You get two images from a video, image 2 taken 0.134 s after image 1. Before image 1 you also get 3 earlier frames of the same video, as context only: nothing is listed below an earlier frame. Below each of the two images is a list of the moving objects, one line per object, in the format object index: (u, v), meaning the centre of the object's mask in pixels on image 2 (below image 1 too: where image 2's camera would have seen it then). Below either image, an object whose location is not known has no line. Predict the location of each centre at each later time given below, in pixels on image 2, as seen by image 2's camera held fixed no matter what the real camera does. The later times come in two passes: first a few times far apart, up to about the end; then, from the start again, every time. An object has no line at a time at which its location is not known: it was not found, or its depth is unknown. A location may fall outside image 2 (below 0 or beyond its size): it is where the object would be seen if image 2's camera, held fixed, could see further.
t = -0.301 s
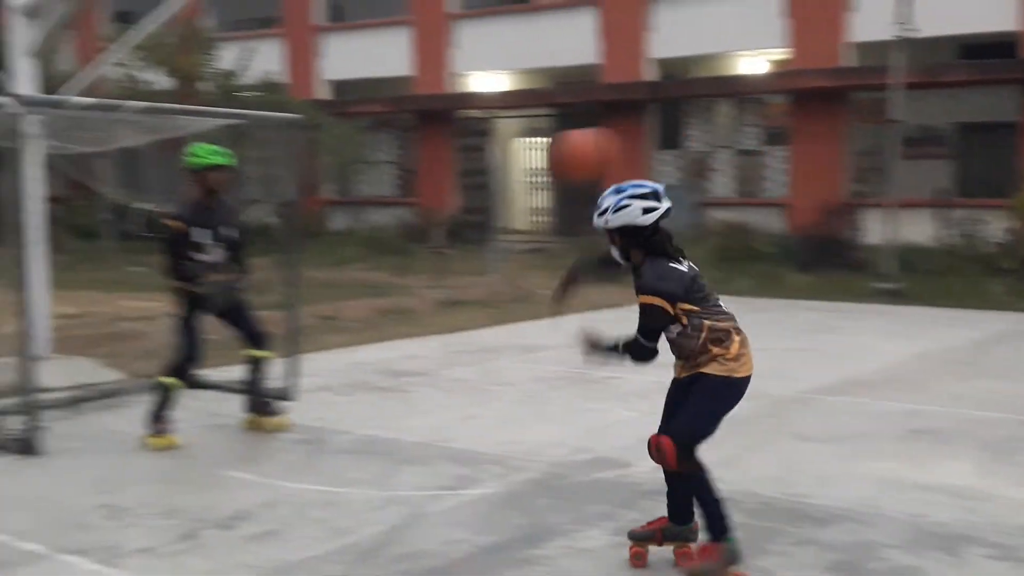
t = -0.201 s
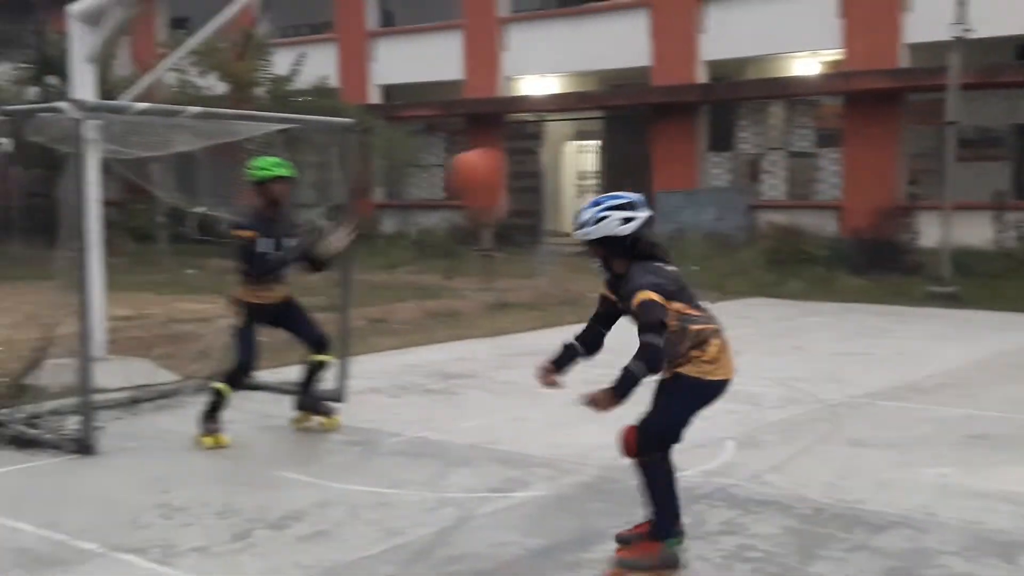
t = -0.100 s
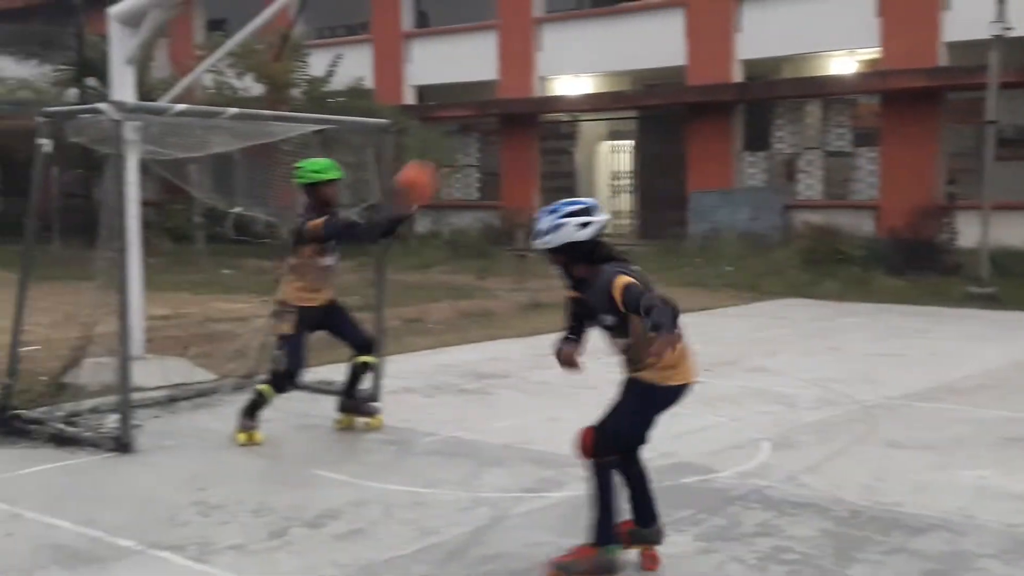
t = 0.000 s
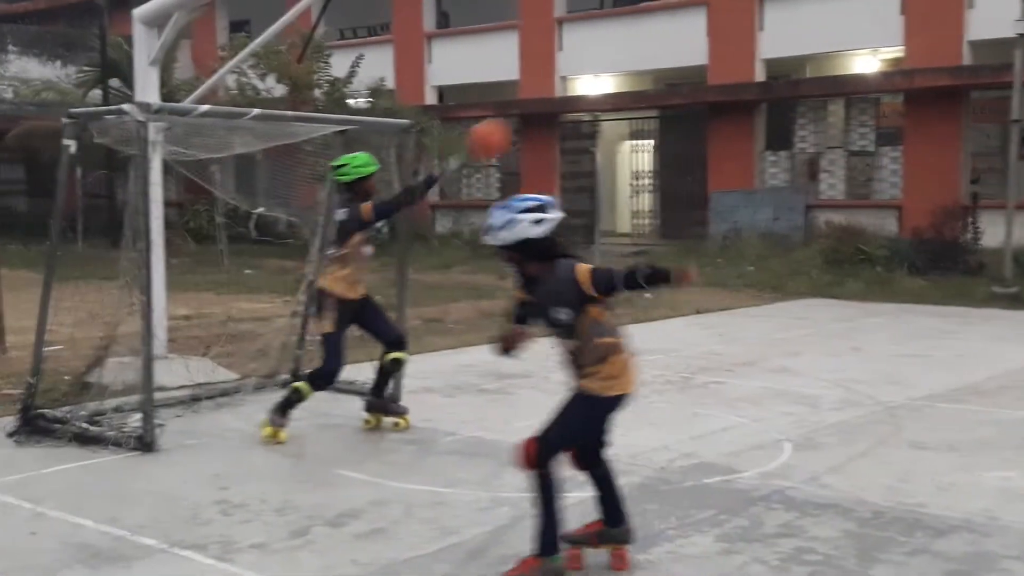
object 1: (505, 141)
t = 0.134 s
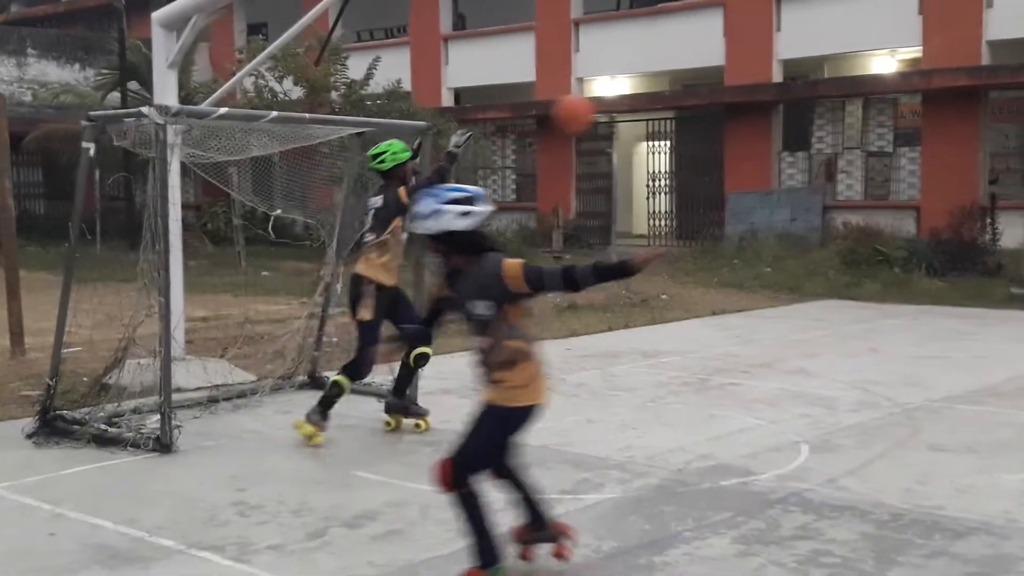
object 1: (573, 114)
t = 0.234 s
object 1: (622, 111)
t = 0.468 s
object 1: (719, 164)
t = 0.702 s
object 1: (801, 283)
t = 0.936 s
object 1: (839, 286)
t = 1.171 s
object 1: (849, 213)
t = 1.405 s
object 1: (859, 203)
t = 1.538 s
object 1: (862, 229)
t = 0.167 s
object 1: (591, 111)
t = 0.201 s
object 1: (606, 111)
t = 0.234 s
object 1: (622, 111)
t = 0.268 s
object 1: (637, 113)
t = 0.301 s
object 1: (652, 119)
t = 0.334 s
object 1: (667, 125)
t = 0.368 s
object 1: (681, 133)
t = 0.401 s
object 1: (694, 143)
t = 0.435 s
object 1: (707, 153)
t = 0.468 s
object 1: (719, 164)
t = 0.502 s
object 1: (733, 177)
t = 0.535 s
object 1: (744, 191)
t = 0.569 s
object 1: (757, 208)
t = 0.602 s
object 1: (769, 226)
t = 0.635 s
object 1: (779, 244)
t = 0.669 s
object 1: (790, 262)
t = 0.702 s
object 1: (801, 283)
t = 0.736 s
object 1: (812, 302)
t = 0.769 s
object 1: (822, 326)
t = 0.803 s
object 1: (832, 350)
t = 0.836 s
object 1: (836, 343)
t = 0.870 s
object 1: (837, 323)
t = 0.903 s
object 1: (839, 304)
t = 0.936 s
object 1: (839, 286)
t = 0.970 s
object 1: (841, 271)
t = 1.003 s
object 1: (842, 257)
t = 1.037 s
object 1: (844, 247)
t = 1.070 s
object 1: (845, 235)
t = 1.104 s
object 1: (846, 226)
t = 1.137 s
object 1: (846, 218)
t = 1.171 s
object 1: (849, 213)
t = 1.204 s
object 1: (851, 208)
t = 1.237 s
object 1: (853, 203)
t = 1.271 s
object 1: (854, 200)
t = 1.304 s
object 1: (855, 199)
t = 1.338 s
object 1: (856, 199)
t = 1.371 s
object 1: (858, 201)
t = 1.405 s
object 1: (859, 203)
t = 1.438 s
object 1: (860, 207)
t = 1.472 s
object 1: (861, 213)
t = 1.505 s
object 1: (863, 220)
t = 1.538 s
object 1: (862, 229)
